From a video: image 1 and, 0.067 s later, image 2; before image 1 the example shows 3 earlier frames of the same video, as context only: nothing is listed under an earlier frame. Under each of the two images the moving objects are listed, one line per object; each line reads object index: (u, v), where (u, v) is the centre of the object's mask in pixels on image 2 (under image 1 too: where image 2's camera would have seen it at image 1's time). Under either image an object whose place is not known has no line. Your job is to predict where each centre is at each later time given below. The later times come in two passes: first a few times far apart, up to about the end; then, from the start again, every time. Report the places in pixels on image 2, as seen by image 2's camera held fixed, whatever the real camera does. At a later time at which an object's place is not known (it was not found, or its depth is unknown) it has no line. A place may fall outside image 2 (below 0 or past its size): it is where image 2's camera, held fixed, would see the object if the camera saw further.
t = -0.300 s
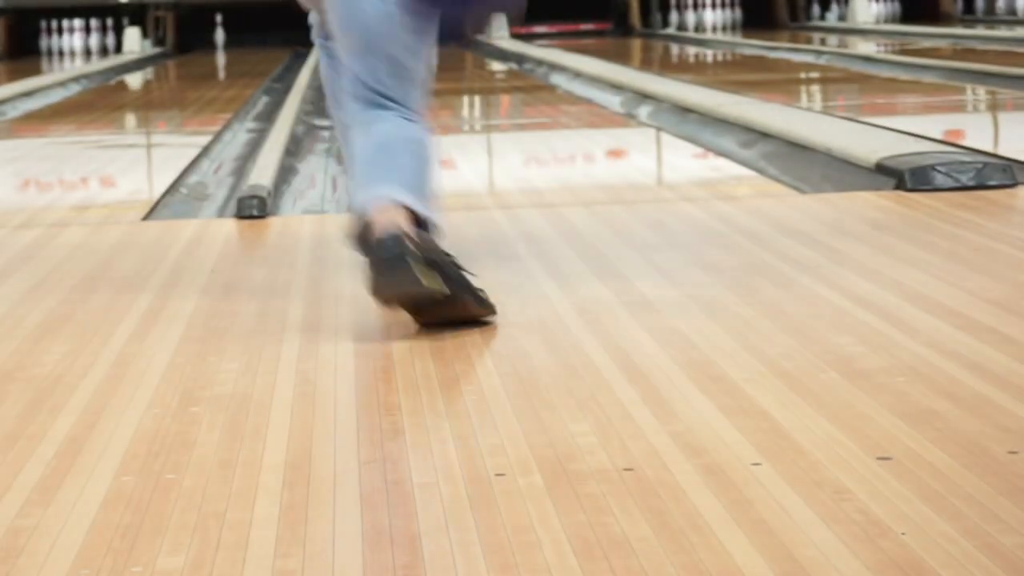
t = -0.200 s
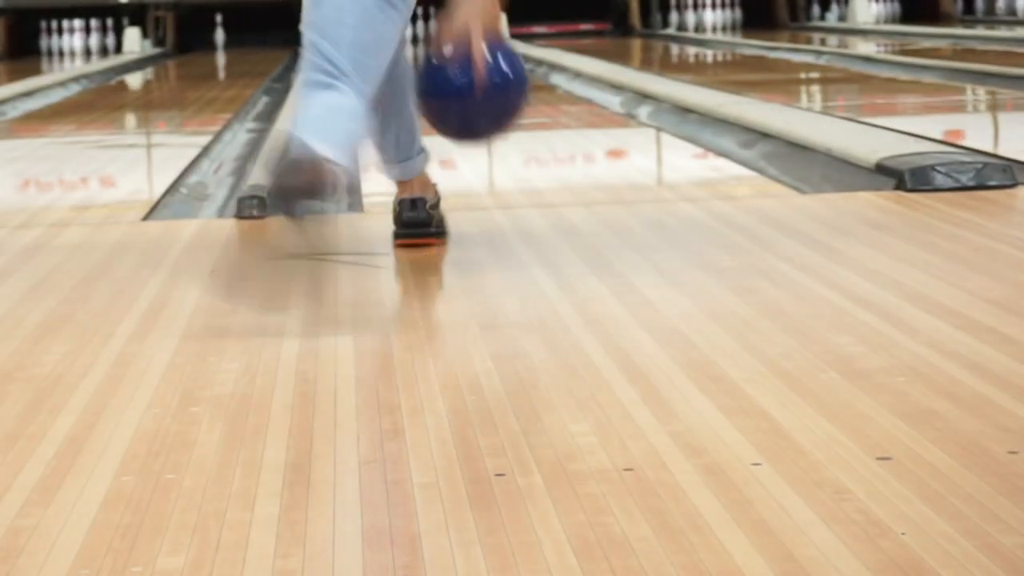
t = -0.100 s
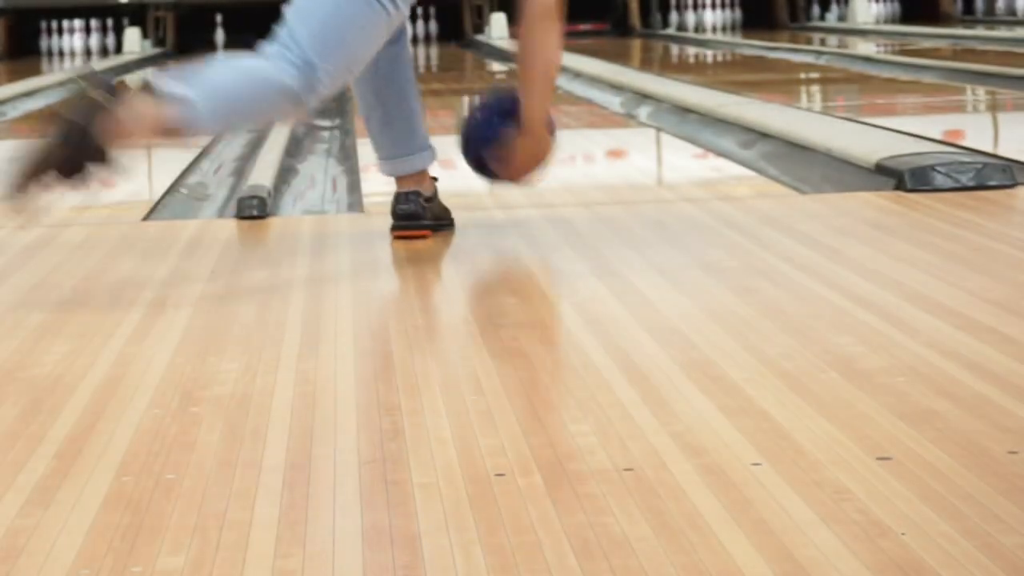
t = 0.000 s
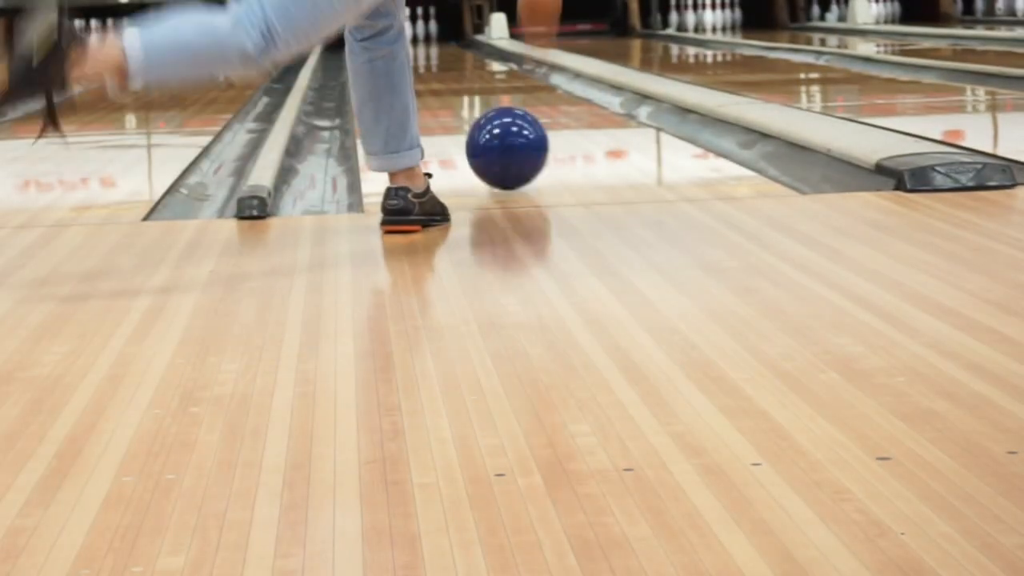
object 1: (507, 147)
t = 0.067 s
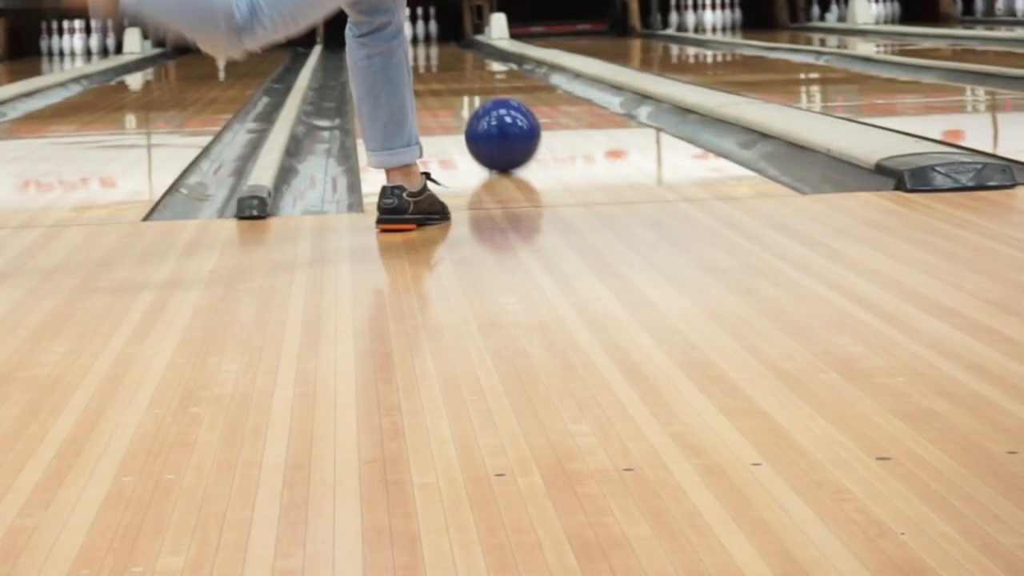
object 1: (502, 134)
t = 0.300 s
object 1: (492, 103)
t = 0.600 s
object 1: (482, 78)
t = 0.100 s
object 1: (501, 128)
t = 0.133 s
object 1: (499, 123)
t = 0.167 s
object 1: (497, 118)
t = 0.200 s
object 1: (496, 113)
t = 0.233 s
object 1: (494, 109)
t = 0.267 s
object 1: (493, 106)
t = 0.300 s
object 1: (492, 103)
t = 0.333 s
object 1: (490, 99)
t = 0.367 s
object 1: (489, 96)
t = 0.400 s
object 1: (488, 94)
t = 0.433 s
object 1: (487, 91)
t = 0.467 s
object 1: (486, 88)
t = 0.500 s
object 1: (485, 85)
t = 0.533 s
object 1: (484, 83)
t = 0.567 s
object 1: (483, 80)
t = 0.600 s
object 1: (482, 78)
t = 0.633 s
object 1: (483, 78)
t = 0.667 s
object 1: (483, 79)
